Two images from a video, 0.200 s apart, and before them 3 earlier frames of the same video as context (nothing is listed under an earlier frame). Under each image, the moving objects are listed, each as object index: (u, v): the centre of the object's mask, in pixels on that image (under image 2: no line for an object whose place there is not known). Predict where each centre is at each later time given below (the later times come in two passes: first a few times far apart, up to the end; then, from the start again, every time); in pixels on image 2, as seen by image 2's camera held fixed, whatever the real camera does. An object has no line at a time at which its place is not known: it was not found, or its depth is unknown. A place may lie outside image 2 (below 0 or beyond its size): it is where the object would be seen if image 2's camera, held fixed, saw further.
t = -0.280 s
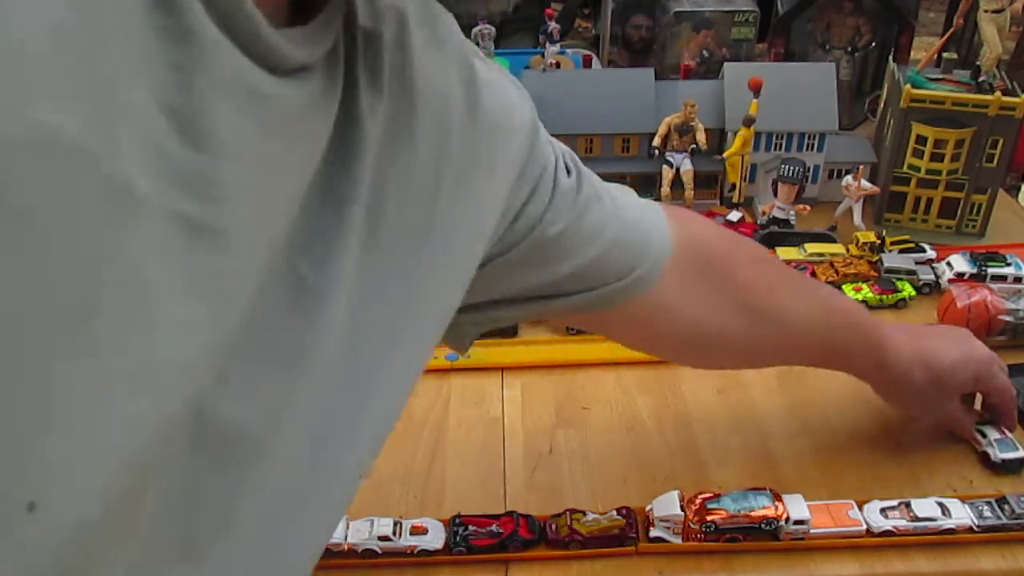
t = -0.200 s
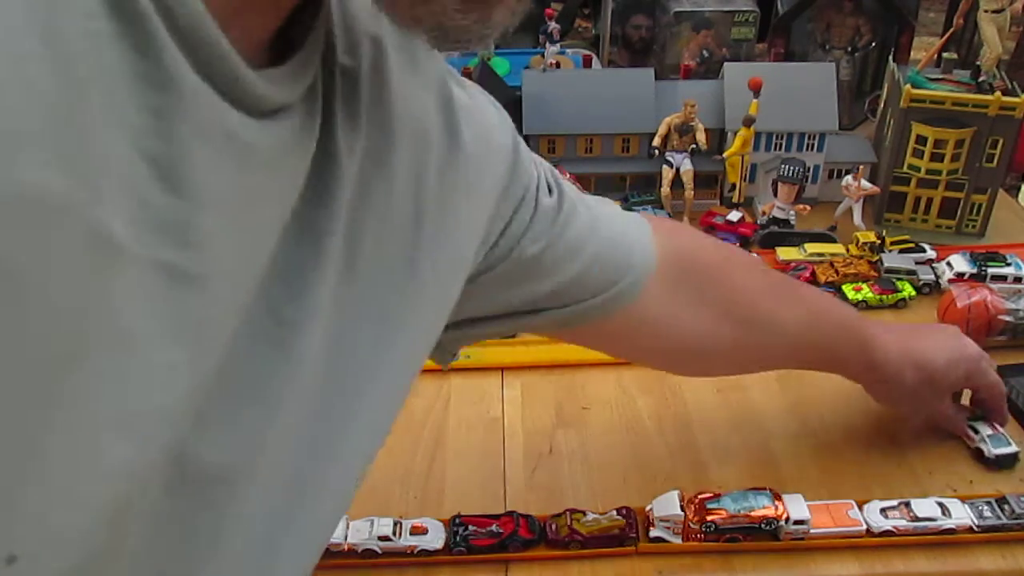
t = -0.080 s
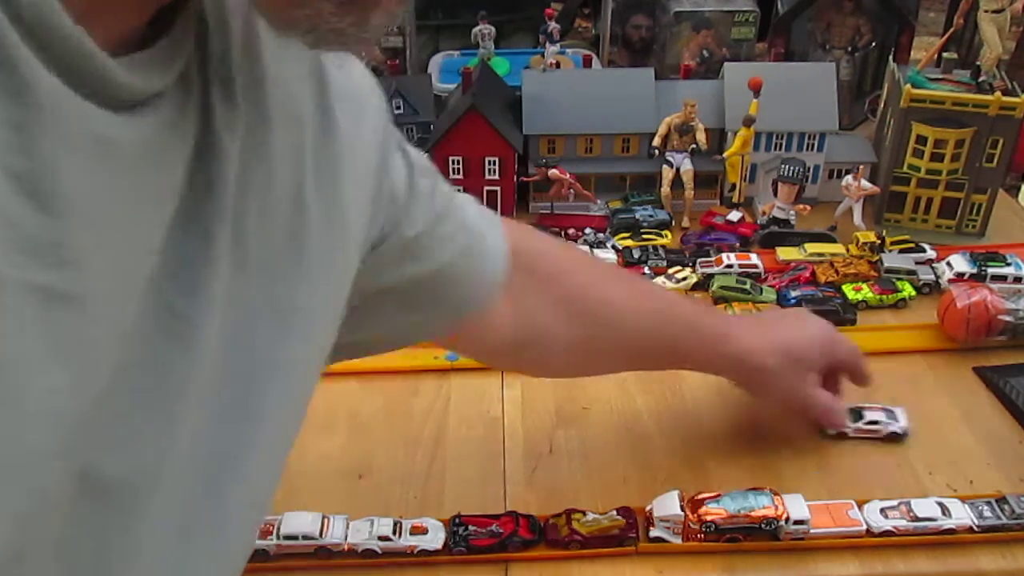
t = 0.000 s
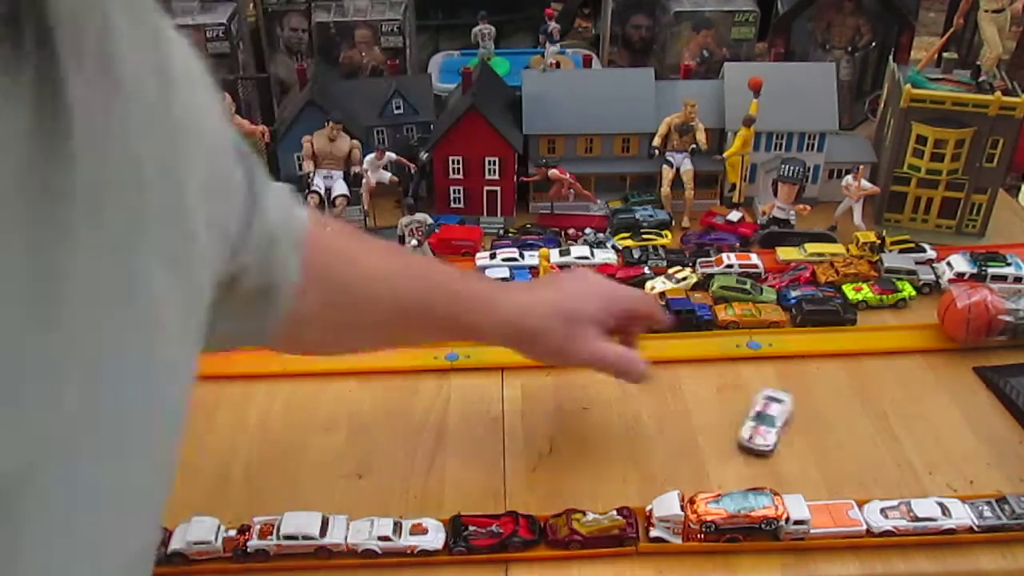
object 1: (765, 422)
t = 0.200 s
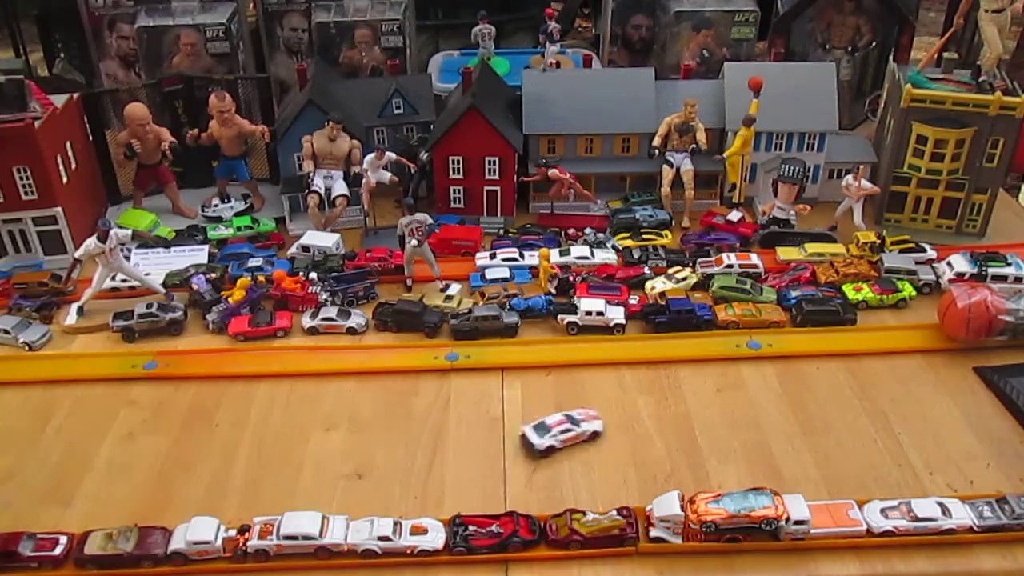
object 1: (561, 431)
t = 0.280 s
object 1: (492, 441)
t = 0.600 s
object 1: (319, 461)
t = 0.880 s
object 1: (210, 468)
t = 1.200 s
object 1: (112, 474)
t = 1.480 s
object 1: (52, 477)
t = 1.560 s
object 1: (43, 477)
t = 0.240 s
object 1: (525, 436)
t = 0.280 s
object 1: (492, 441)
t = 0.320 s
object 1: (462, 446)
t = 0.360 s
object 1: (436, 451)
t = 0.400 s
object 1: (412, 454)
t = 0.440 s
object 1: (391, 457)
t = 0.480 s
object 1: (372, 458)
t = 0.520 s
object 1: (353, 459)
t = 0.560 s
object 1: (337, 460)
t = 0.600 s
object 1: (319, 461)
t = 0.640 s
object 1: (303, 462)
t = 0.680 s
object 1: (286, 463)
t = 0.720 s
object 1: (270, 464)
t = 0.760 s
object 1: (254, 465)
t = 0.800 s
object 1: (240, 466)
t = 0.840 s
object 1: (225, 467)
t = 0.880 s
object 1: (210, 468)
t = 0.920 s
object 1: (196, 469)
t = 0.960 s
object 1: (183, 470)
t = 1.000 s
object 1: (170, 471)
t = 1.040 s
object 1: (157, 471)
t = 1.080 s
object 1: (144, 472)
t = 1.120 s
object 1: (133, 473)
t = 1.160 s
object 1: (122, 473)
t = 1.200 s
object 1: (112, 474)
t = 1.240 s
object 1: (101, 474)
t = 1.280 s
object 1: (92, 475)
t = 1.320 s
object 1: (83, 475)
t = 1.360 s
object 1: (75, 476)
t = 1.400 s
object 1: (66, 476)
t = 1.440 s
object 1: (59, 477)
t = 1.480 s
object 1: (52, 477)
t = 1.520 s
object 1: (46, 477)
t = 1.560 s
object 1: (43, 477)
